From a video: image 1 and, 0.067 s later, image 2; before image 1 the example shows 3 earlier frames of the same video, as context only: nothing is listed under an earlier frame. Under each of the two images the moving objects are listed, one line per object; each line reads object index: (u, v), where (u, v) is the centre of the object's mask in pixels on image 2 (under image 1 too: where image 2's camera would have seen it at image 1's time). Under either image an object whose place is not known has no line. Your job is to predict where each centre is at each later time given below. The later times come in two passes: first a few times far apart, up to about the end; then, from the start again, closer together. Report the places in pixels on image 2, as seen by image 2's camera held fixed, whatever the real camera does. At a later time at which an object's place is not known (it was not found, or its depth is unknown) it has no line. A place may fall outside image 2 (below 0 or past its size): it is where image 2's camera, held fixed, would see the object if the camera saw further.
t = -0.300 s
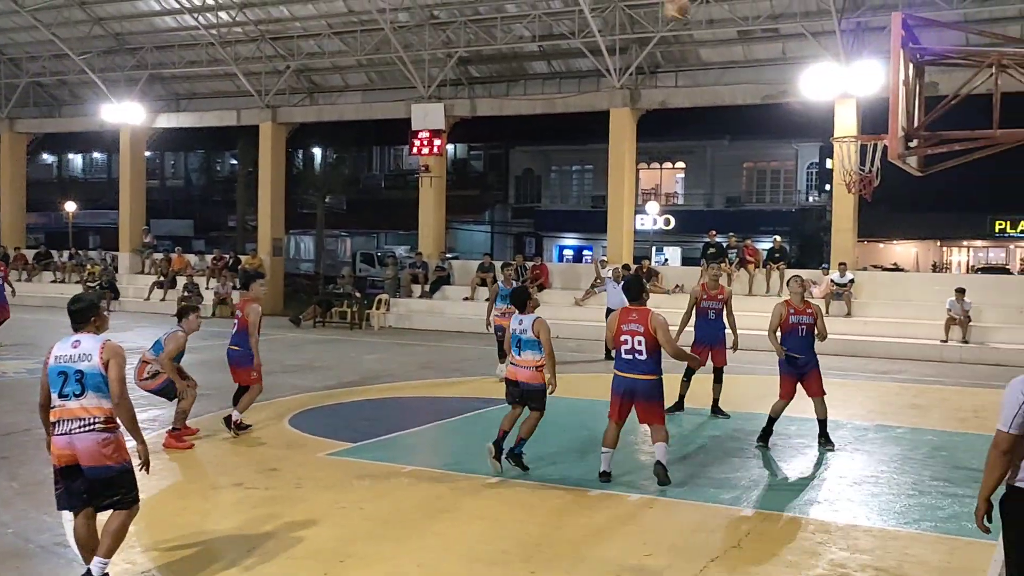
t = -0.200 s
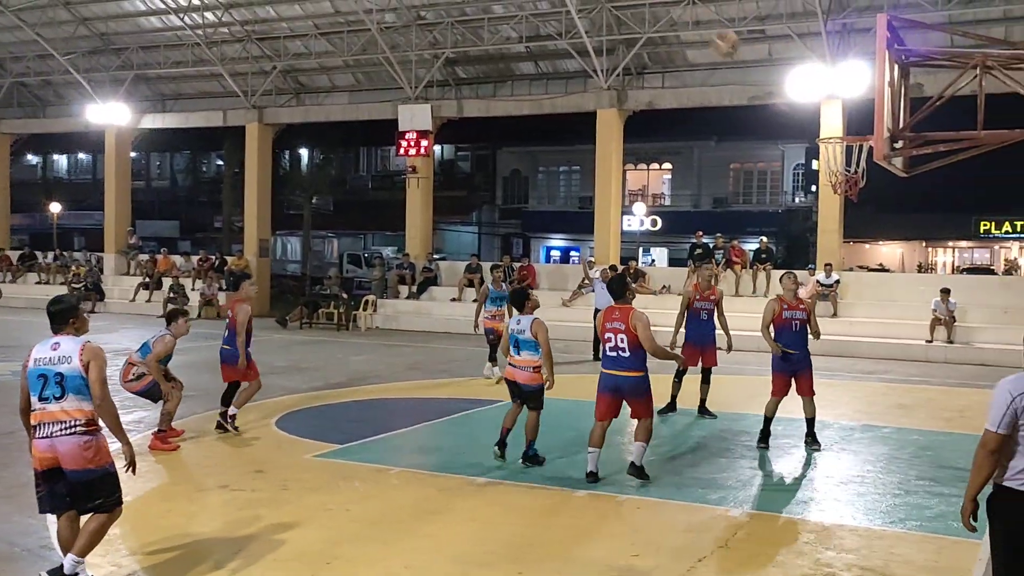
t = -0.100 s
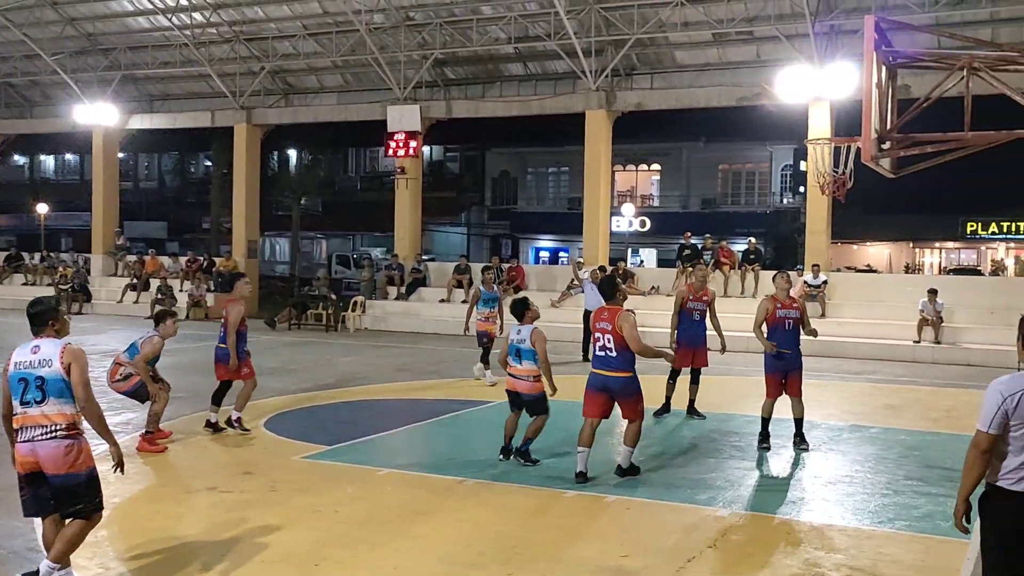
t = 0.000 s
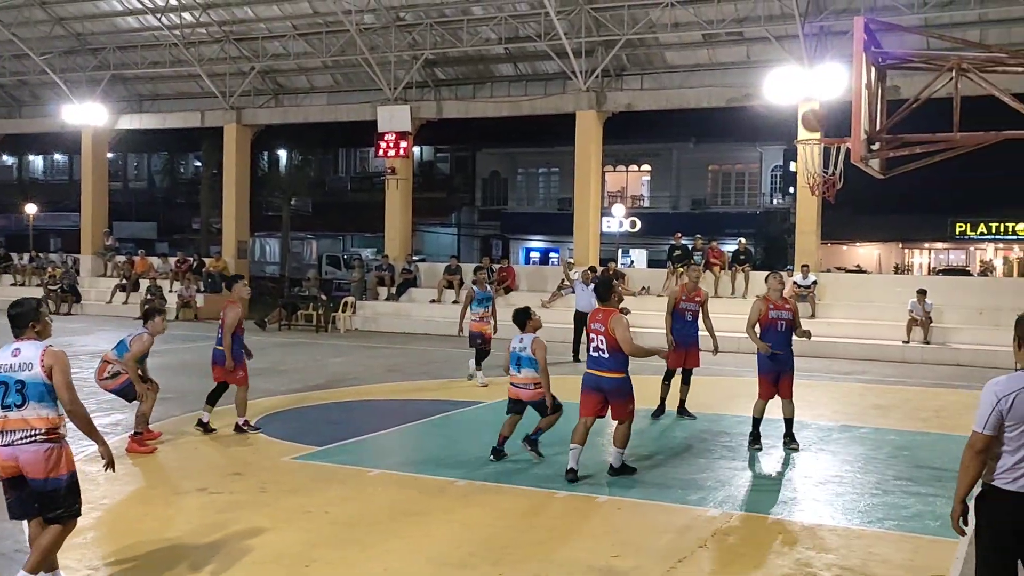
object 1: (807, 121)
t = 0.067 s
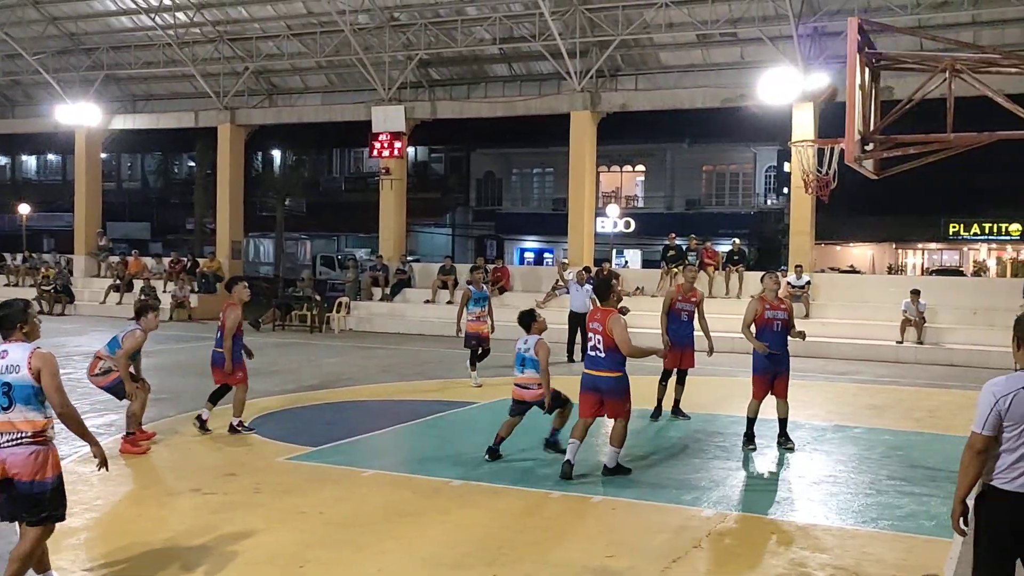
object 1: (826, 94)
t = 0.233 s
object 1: (825, 43)
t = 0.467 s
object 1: (777, 29)
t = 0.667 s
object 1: (734, 65)
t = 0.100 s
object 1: (833, 79)
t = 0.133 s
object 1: (840, 61)
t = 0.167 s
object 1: (838, 56)
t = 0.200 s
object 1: (833, 50)
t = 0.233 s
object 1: (825, 43)
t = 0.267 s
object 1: (815, 36)
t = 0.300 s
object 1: (811, 34)
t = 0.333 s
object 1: (805, 31)
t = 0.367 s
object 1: (797, 28)
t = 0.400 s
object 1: (791, 27)
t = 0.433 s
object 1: (785, 27)
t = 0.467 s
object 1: (777, 29)
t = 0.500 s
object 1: (770, 33)
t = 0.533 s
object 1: (762, 37)
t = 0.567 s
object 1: (755, 42)
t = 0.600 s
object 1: (747, 49)
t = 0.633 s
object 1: (741, 56)
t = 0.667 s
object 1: (734, 65)
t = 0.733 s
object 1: (719, 90)
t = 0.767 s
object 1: (710, 102)
